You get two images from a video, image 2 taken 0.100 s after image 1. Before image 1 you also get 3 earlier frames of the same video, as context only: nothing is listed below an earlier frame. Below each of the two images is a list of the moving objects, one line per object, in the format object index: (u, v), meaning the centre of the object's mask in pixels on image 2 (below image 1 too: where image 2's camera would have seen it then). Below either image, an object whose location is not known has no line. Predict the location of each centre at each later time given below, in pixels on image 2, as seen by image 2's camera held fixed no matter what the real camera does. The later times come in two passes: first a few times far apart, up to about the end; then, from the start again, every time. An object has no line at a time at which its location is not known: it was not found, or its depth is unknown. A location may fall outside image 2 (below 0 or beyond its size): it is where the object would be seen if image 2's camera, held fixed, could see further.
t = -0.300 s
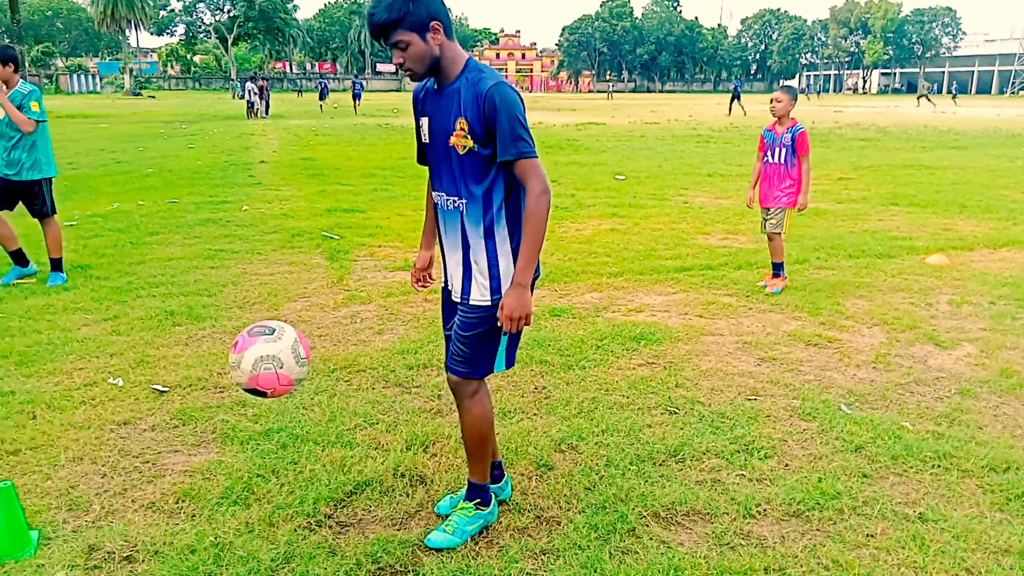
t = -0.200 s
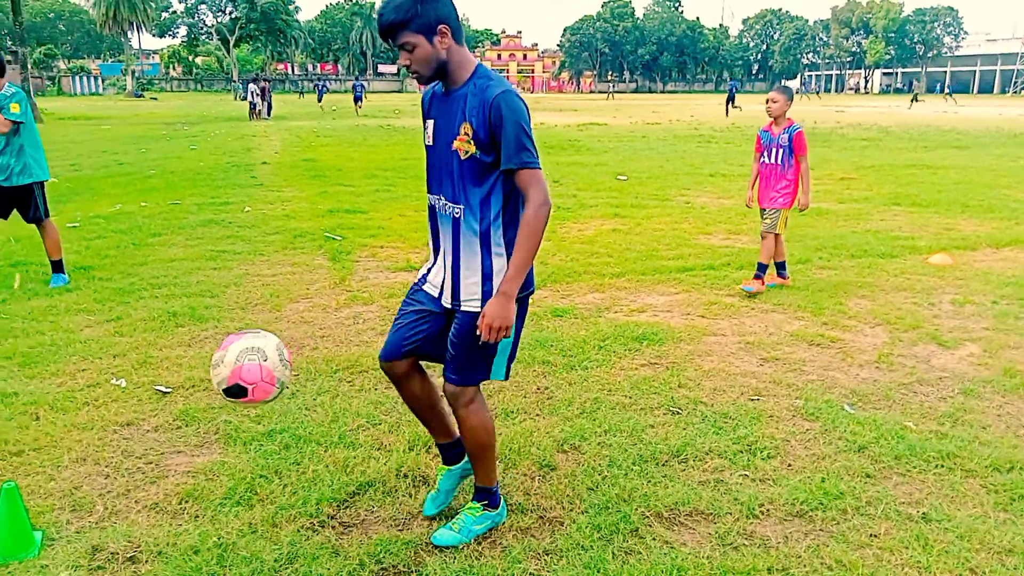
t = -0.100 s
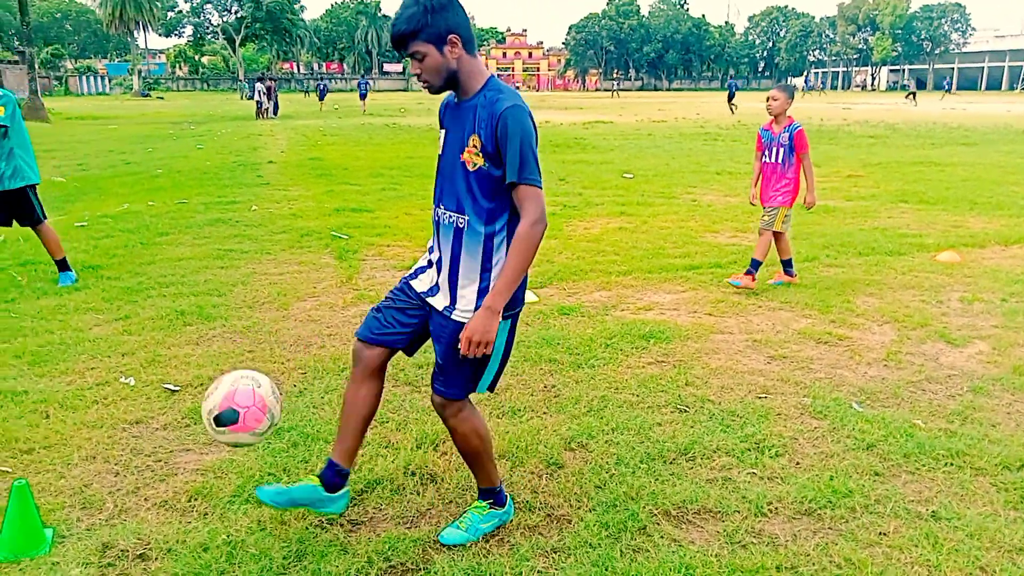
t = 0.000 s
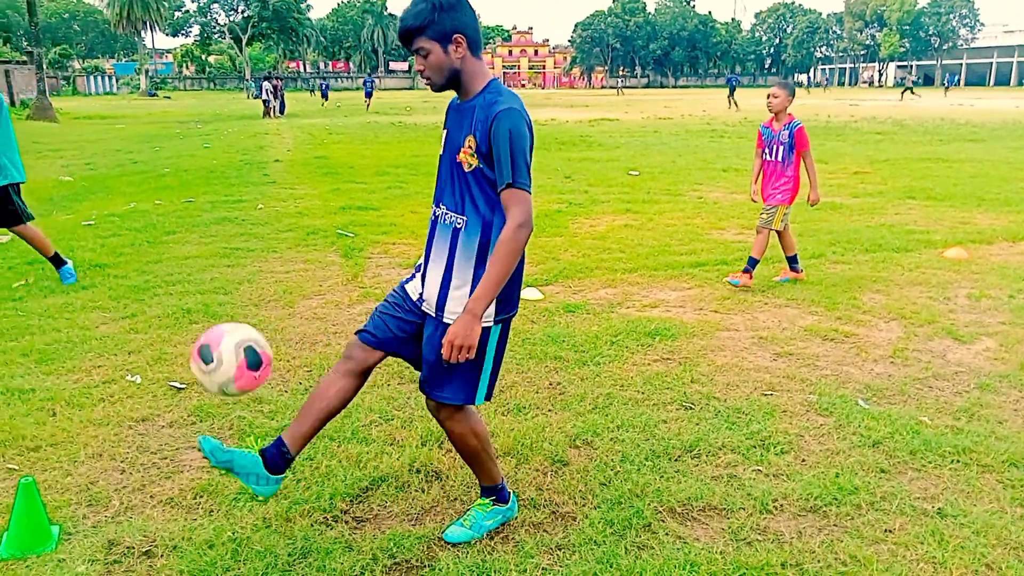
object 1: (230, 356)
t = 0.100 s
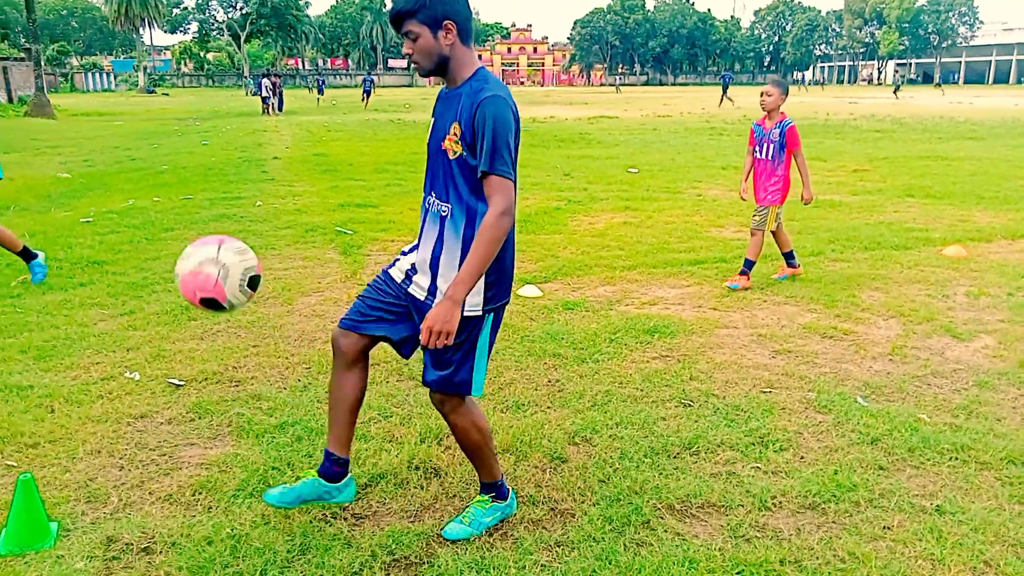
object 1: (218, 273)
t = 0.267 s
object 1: (206, 204)
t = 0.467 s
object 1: (205, 255)
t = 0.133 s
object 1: (215, 252)
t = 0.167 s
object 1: (213, 234)
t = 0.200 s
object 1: (211, 220)
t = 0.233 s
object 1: (208, 209)
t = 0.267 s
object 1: (206, 204)
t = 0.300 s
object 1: (204, 201)
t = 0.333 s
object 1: (203, 203)
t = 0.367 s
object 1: (203, 209)
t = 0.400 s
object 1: (203, 220)
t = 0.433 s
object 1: (203, 236)
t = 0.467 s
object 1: (205, 255)
